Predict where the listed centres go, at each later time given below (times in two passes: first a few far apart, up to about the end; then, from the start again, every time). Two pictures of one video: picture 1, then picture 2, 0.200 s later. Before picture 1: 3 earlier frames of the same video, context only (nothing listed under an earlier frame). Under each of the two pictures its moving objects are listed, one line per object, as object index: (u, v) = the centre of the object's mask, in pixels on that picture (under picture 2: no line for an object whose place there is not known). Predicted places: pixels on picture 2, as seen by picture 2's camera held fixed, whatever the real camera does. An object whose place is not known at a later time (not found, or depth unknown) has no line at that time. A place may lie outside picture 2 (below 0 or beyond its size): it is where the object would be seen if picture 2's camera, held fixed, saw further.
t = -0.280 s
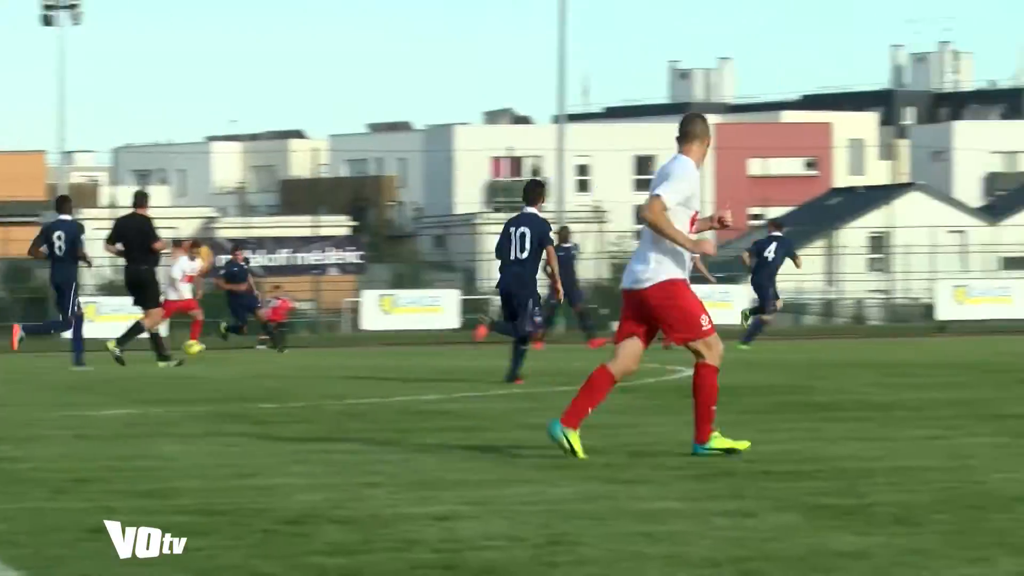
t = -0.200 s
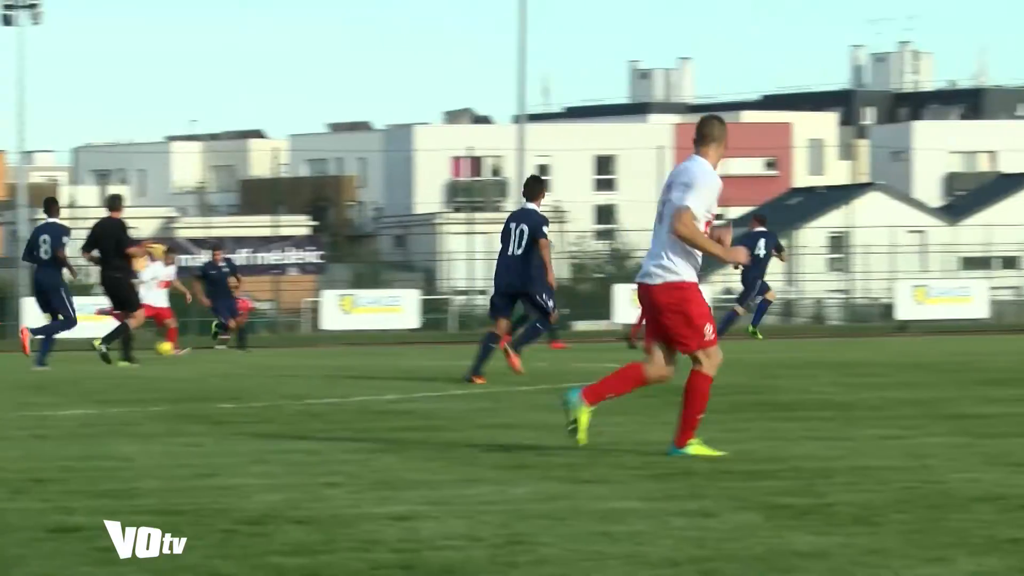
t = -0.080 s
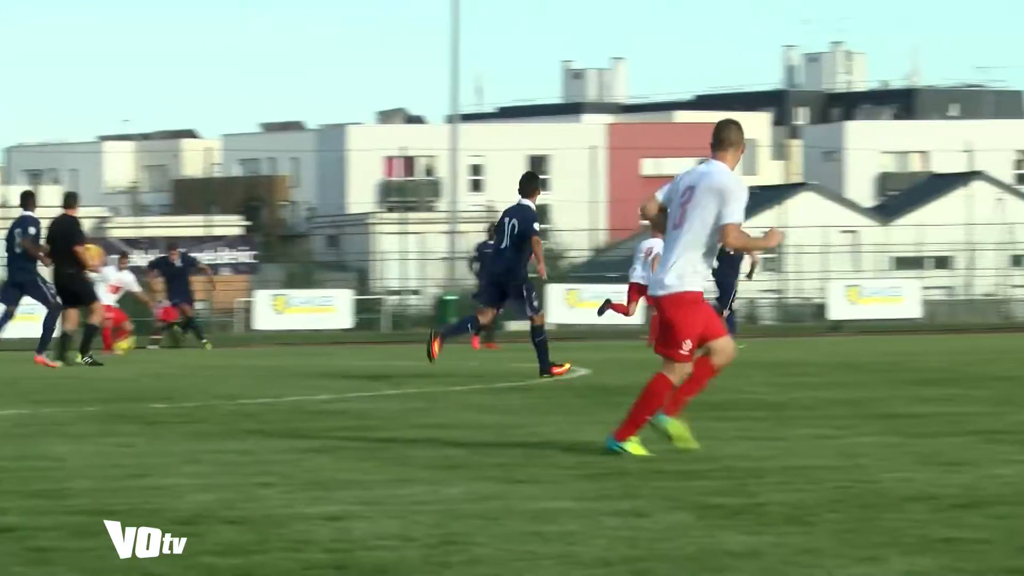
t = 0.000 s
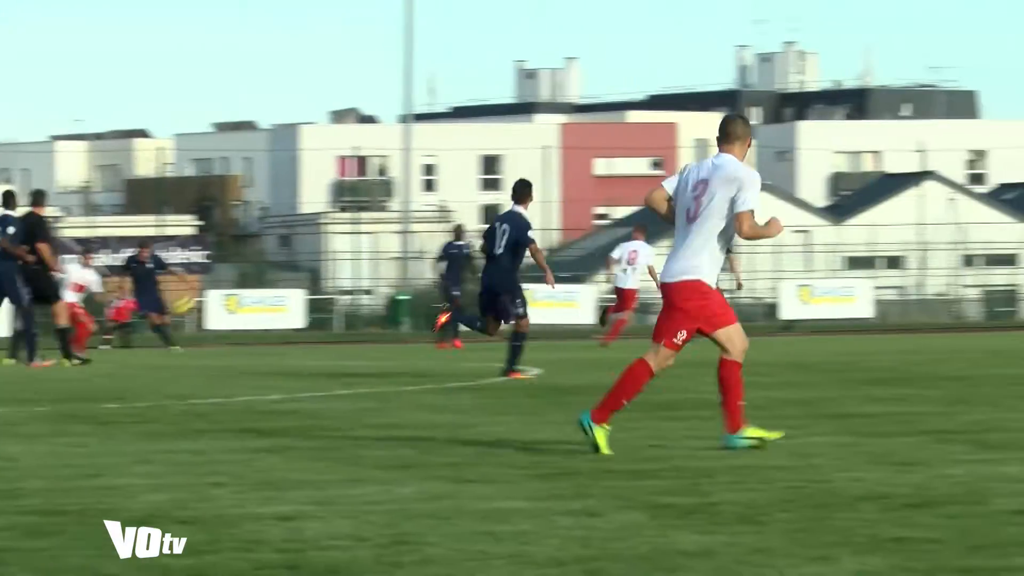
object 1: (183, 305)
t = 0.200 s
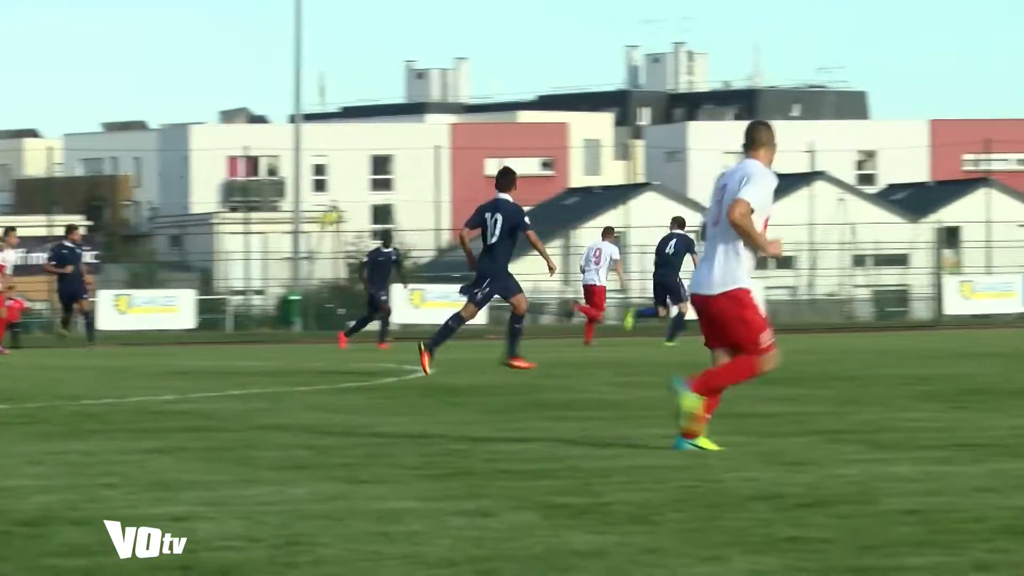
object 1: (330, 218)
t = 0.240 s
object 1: (377, 204)
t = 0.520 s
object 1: (687, 117)
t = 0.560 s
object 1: (728, 109)
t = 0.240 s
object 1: (377, 204)
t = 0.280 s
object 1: (423, 189)
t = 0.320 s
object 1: (470, 174)
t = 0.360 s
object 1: (516, 161)
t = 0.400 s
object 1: (557, 149)
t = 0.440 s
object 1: (601, 140)
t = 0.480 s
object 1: (645, 127)
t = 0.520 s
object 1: (687, 117)
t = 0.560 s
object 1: (728, 109)
